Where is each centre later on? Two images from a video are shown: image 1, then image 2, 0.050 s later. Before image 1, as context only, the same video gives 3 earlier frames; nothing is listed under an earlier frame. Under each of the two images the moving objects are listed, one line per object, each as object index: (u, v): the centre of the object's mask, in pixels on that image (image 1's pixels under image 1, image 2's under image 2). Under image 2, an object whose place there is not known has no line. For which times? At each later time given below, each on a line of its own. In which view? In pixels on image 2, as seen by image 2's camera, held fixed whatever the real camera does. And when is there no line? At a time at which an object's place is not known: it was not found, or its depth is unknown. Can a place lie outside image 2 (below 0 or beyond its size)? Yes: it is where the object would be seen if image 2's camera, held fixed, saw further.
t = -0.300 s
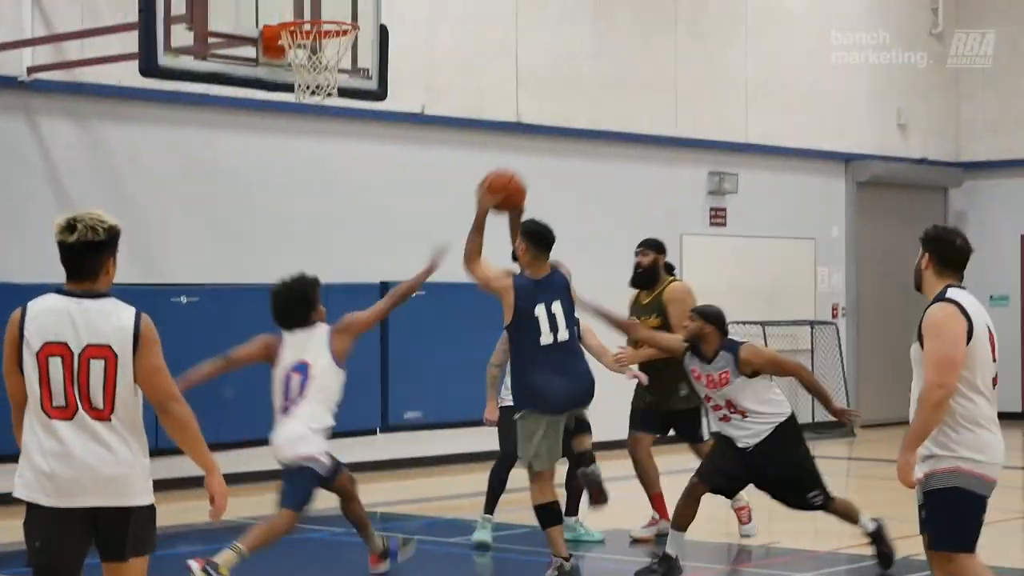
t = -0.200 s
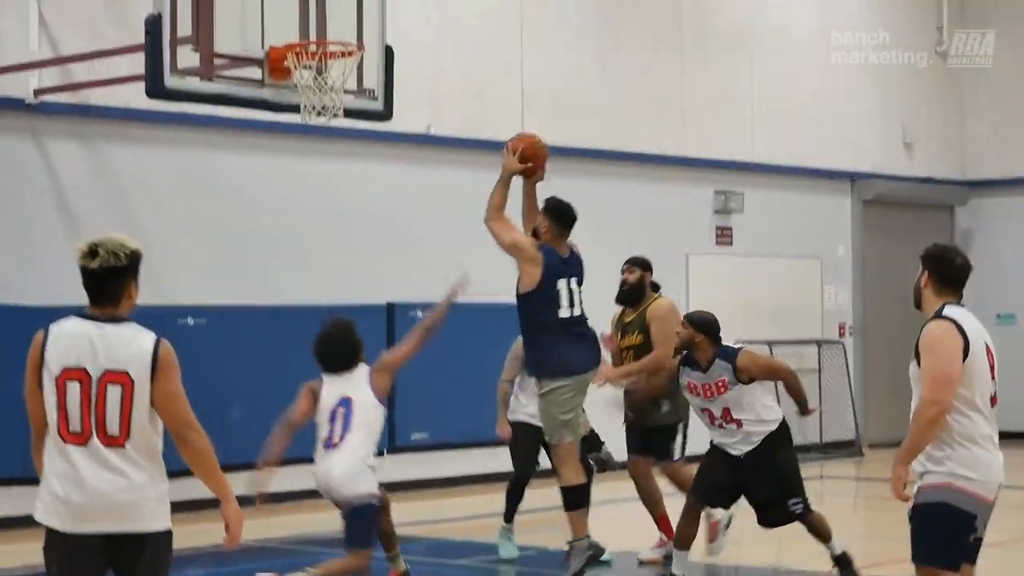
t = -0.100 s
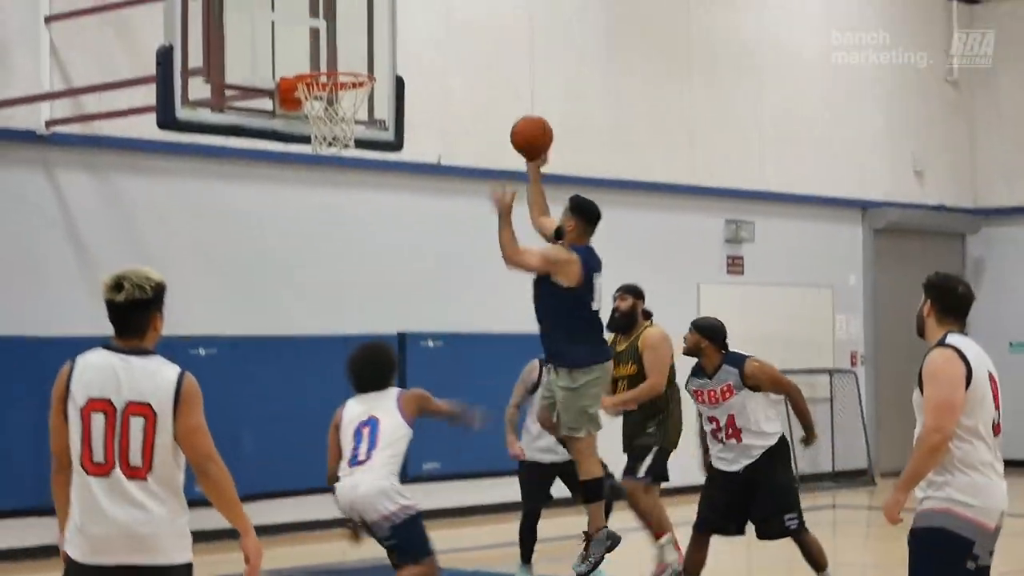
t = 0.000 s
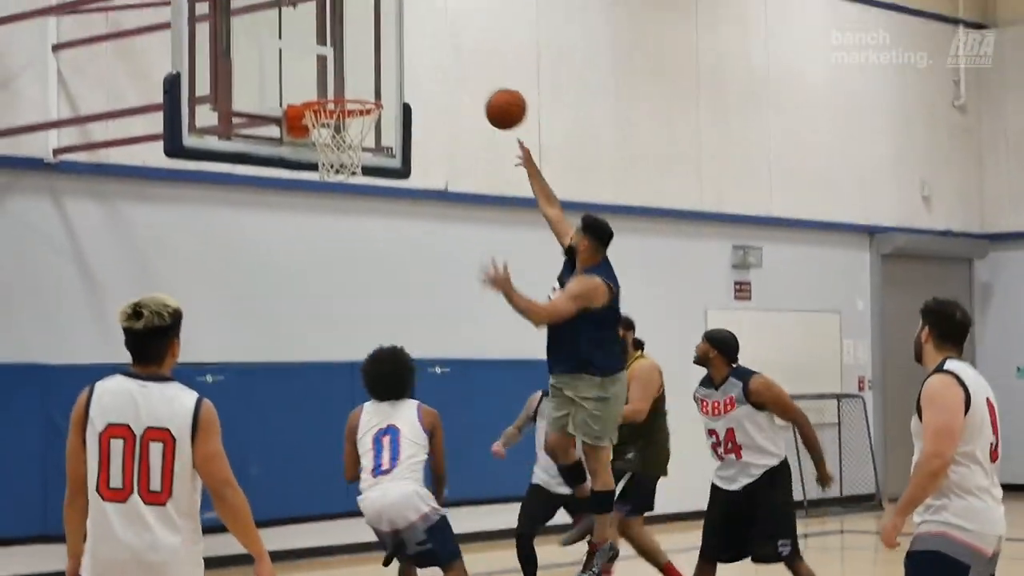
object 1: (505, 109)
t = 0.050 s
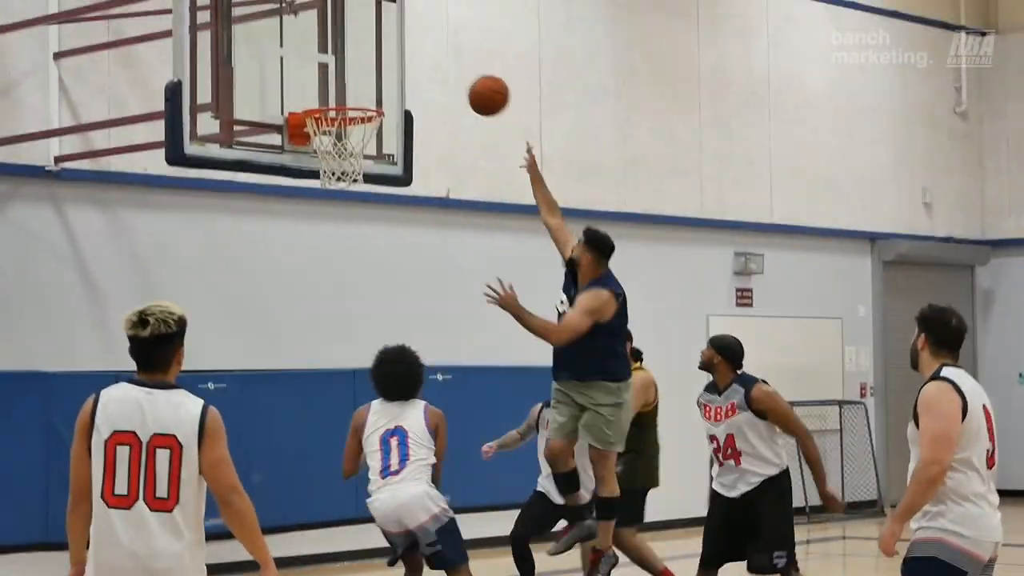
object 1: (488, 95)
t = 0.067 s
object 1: (482, 88)
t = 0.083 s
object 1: (476, 82)
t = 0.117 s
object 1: (464, 73)
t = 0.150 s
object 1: (452, 66)
